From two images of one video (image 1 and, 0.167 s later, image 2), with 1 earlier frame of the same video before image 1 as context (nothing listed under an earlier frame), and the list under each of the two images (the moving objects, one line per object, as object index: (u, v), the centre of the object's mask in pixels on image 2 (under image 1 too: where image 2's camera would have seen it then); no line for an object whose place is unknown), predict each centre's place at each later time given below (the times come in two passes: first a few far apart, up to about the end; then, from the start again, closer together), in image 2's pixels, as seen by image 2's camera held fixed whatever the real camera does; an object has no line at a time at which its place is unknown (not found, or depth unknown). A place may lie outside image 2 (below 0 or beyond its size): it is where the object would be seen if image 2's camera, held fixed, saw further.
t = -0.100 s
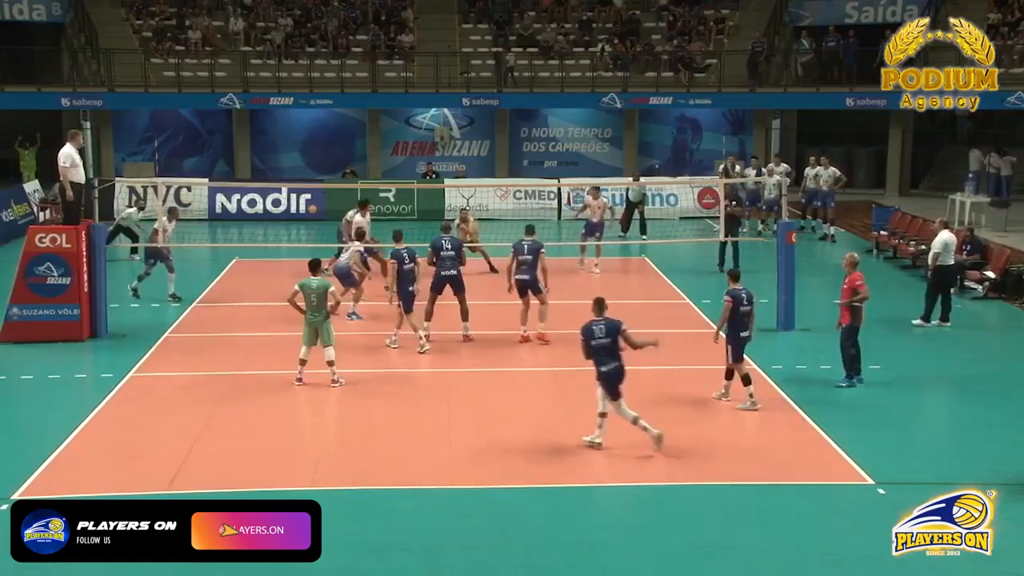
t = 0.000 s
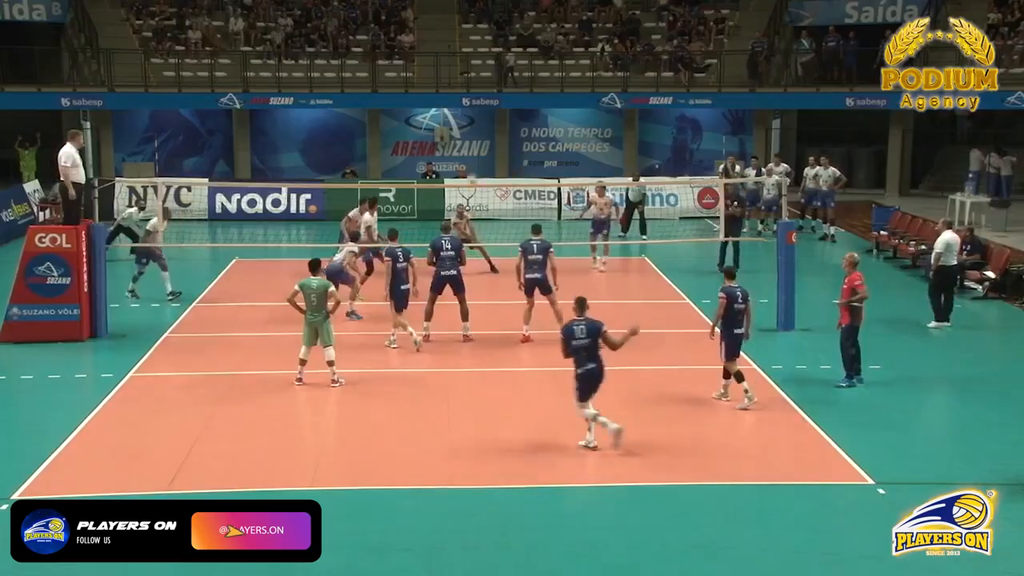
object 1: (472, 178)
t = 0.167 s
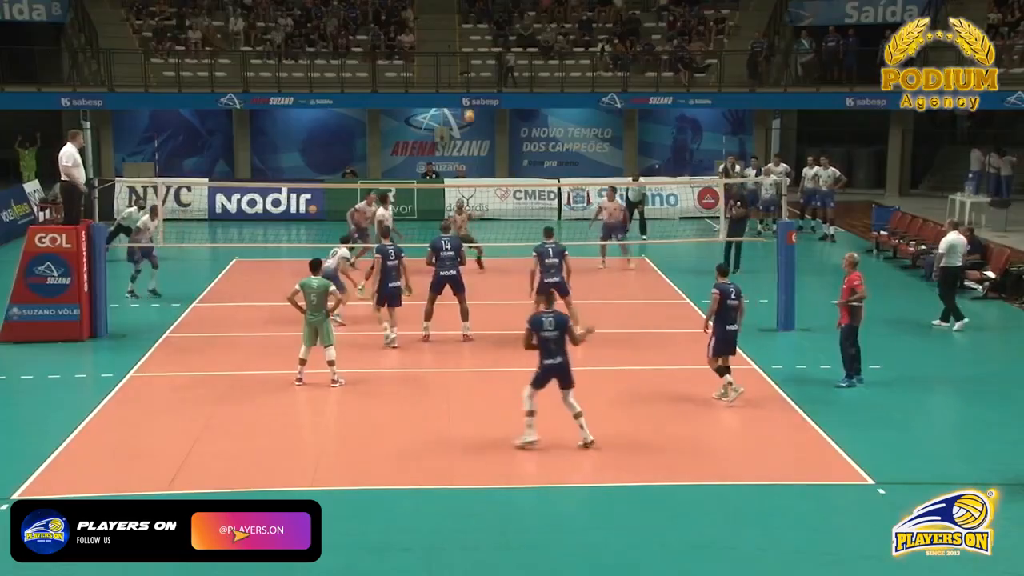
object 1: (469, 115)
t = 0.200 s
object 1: (468, 103)
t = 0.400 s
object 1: (463, 45)
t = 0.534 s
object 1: (460, 16)
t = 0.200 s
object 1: (468, 103)
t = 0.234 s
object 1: (467, 92)
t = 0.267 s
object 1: (466, 82)
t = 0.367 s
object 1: (464, 53)
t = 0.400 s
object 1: (463, 45)
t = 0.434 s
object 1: (462, 37)
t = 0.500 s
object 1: (460, 21)
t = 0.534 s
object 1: (460, 16)
